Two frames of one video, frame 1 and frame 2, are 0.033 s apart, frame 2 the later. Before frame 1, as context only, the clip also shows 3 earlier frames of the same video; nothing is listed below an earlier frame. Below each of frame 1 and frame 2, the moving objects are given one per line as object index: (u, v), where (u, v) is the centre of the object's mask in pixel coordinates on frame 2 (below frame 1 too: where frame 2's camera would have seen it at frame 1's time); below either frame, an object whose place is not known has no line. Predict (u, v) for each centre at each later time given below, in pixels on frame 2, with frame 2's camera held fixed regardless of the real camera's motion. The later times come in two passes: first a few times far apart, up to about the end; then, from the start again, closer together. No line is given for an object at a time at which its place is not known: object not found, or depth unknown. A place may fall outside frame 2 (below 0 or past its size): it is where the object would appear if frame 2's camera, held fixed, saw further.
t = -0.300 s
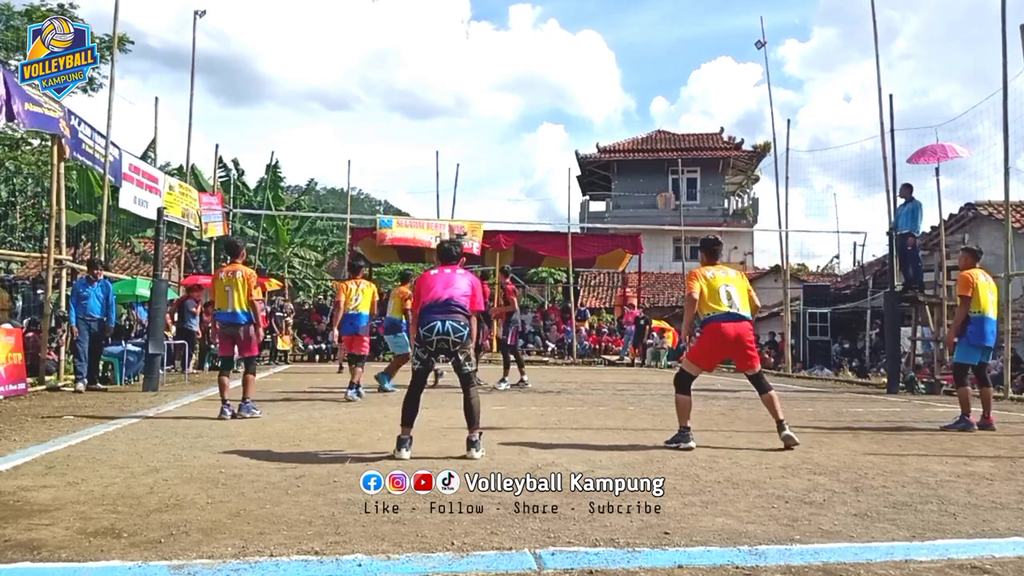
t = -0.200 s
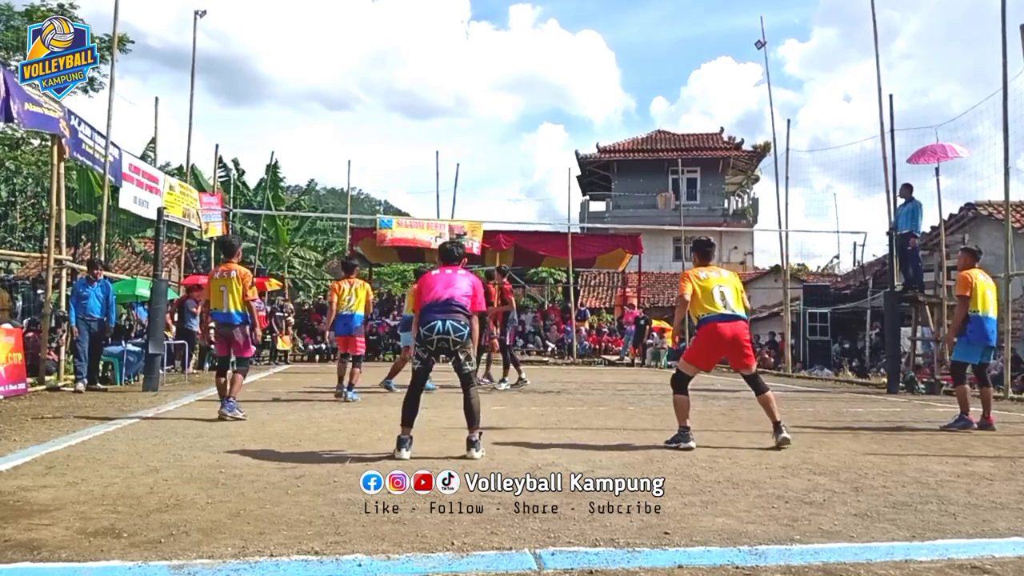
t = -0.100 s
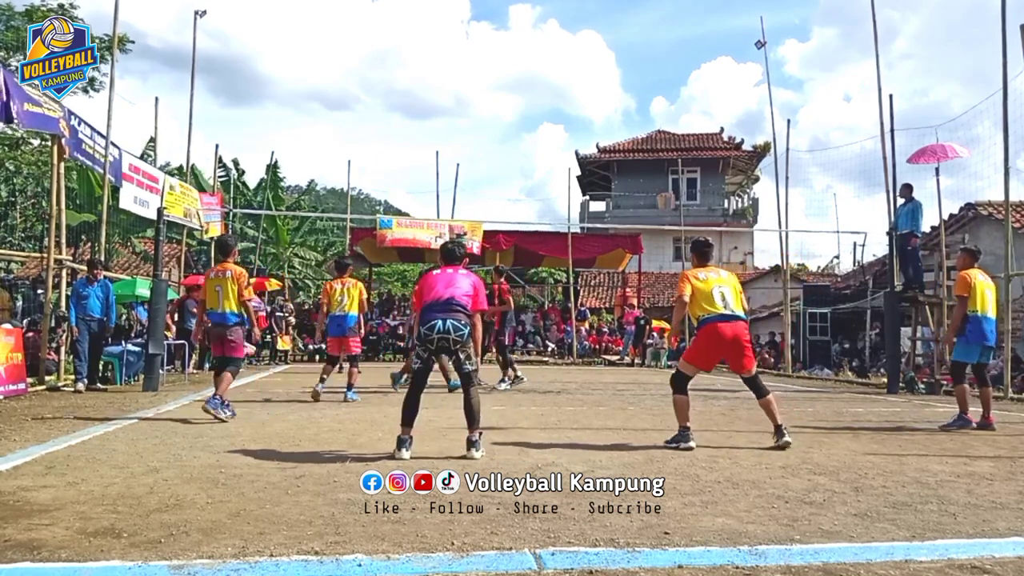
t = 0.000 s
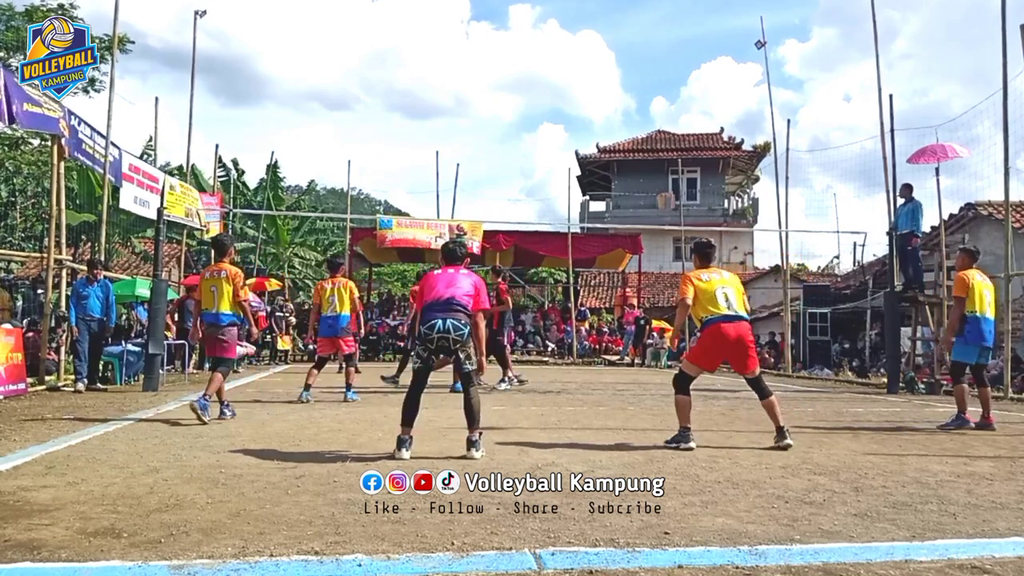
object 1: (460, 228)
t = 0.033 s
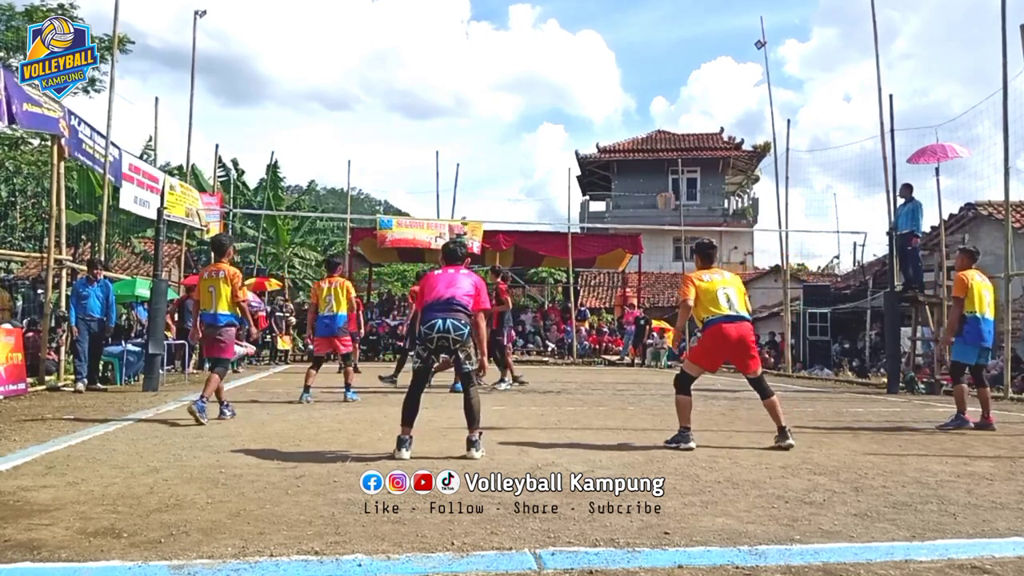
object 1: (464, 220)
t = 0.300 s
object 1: (498, 182)
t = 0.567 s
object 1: (550, 167)
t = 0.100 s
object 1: (469, 213)
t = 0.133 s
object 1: (474, 207)
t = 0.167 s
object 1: (478, 202)
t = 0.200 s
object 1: (482, 196)
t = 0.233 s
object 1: (487, 191)
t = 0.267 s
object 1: (493, 186)
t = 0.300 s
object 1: (498, 182)
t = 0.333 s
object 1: (504, 177)
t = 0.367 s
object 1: (508, 174)
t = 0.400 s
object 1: (514, 172)
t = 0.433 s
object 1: (521, 169)
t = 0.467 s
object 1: (527, 166)
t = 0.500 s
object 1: (536, 167)
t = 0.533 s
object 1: (542, 166)
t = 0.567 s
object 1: (550, 167)
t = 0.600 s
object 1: (558, 169)
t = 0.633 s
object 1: (568, 172)
